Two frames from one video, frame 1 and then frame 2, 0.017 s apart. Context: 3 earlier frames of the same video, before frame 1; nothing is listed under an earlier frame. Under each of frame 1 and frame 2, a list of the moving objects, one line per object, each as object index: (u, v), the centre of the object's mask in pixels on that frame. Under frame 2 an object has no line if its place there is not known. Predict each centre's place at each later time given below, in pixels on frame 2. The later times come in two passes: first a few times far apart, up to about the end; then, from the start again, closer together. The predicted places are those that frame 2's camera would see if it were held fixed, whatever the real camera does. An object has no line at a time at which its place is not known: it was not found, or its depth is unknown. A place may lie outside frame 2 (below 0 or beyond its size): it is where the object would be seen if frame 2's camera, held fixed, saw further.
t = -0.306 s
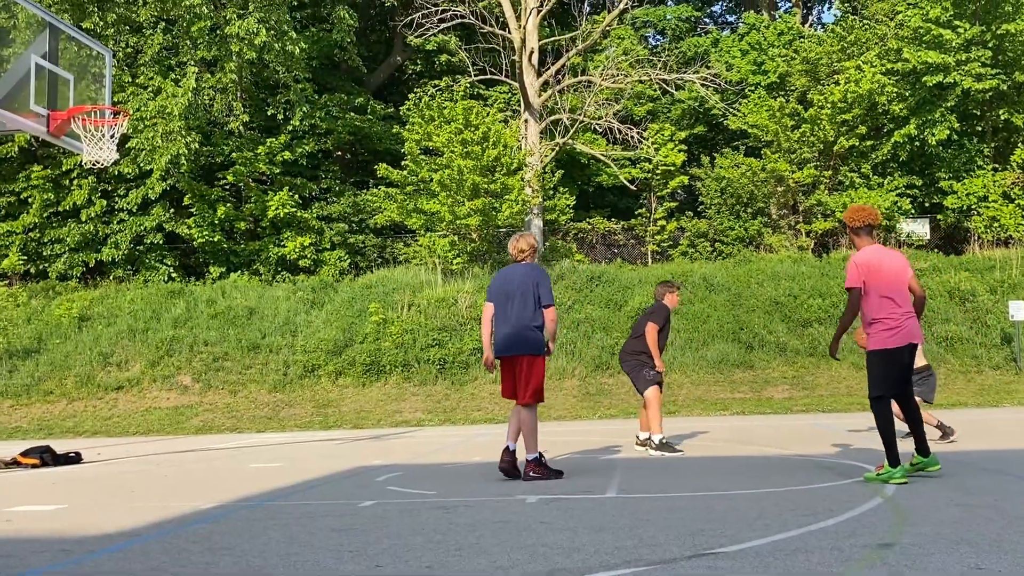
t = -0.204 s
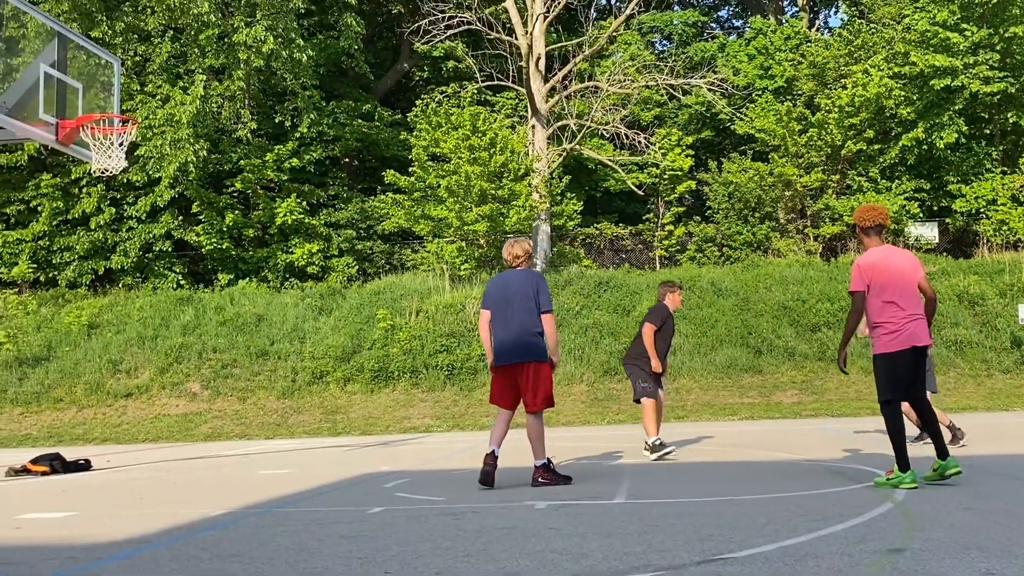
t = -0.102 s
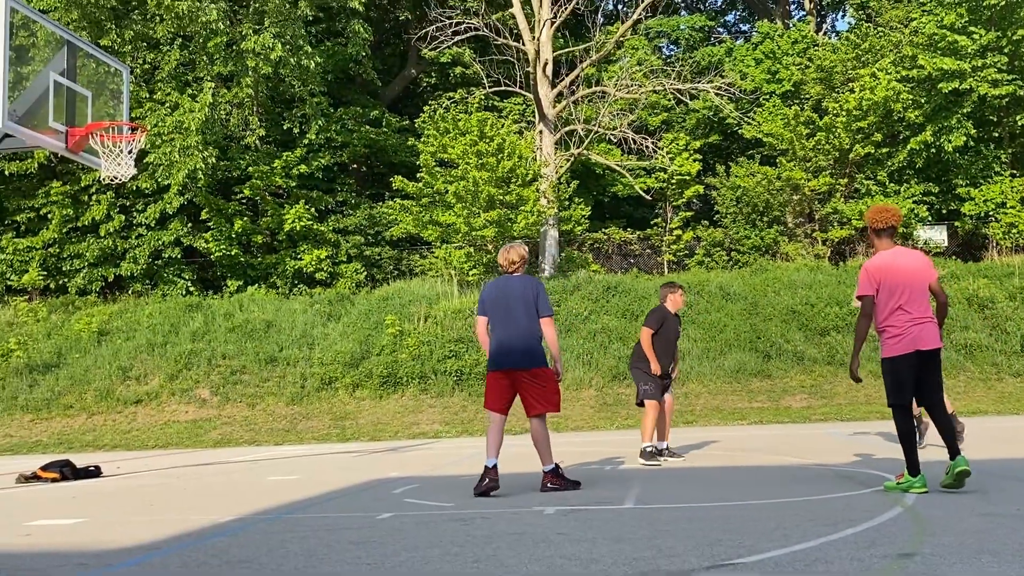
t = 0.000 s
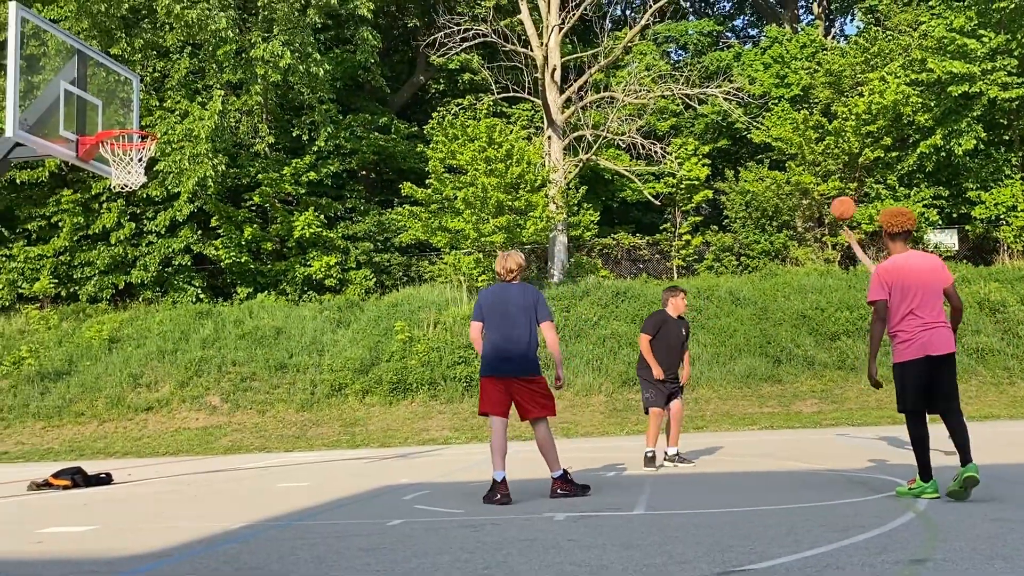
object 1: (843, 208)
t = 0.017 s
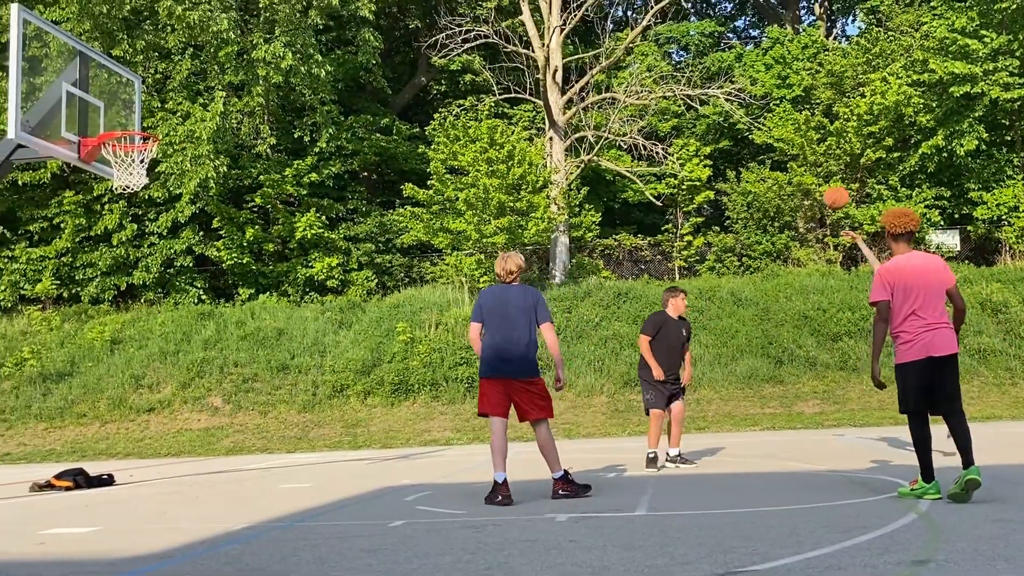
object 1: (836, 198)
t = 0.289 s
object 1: (700, 50)
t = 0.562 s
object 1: (570, -24)
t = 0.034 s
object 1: (827, 186)
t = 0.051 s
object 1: (819, 175)
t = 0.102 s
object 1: (793, 144)
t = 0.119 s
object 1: (785, 134)
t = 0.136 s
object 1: (776, 124)
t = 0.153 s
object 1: (767, 115)
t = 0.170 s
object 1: (758, 106)
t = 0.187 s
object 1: (750, 97)
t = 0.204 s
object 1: (742, 88)
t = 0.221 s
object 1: (734, 80)
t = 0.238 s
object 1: (725, 71)
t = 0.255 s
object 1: (717, 64)
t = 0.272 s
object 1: (708, 57)
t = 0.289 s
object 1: (700, 50)
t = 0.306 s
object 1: (692, 43)
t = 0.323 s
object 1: (685, 36)
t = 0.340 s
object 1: (676, 30)
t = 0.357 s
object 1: (668, 24)
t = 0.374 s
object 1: (659, 18)
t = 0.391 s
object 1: (651, 13)
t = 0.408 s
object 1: (643, 7)
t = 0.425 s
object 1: (635, 3)
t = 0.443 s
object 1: (627, -3)
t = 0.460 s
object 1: (618, -7)
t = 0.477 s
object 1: (610, -12)
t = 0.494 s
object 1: (602, -15)
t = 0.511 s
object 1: (594, -18)
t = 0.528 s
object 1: (585, -20)
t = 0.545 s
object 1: (578, -22)
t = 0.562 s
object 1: (570, -24)
